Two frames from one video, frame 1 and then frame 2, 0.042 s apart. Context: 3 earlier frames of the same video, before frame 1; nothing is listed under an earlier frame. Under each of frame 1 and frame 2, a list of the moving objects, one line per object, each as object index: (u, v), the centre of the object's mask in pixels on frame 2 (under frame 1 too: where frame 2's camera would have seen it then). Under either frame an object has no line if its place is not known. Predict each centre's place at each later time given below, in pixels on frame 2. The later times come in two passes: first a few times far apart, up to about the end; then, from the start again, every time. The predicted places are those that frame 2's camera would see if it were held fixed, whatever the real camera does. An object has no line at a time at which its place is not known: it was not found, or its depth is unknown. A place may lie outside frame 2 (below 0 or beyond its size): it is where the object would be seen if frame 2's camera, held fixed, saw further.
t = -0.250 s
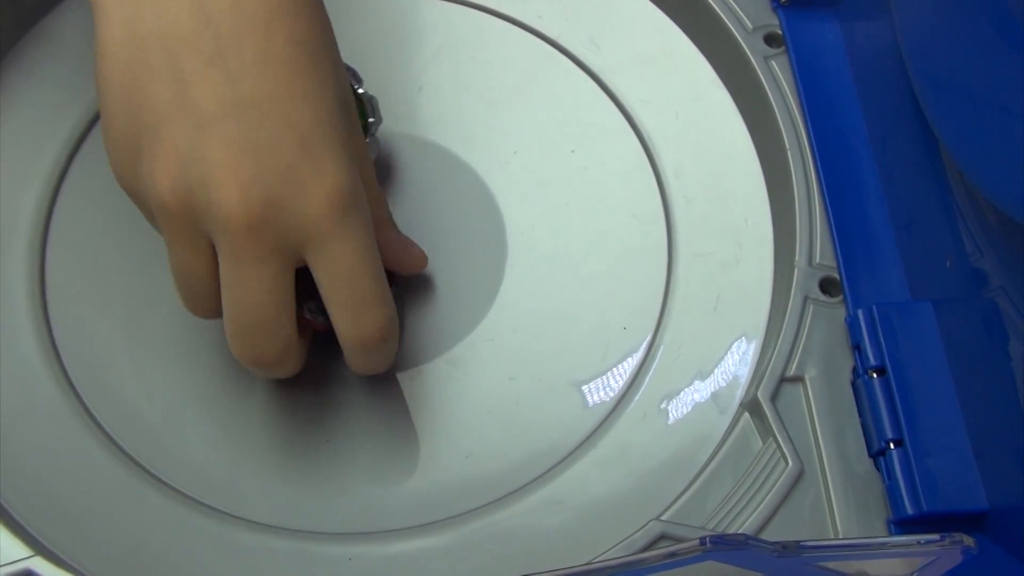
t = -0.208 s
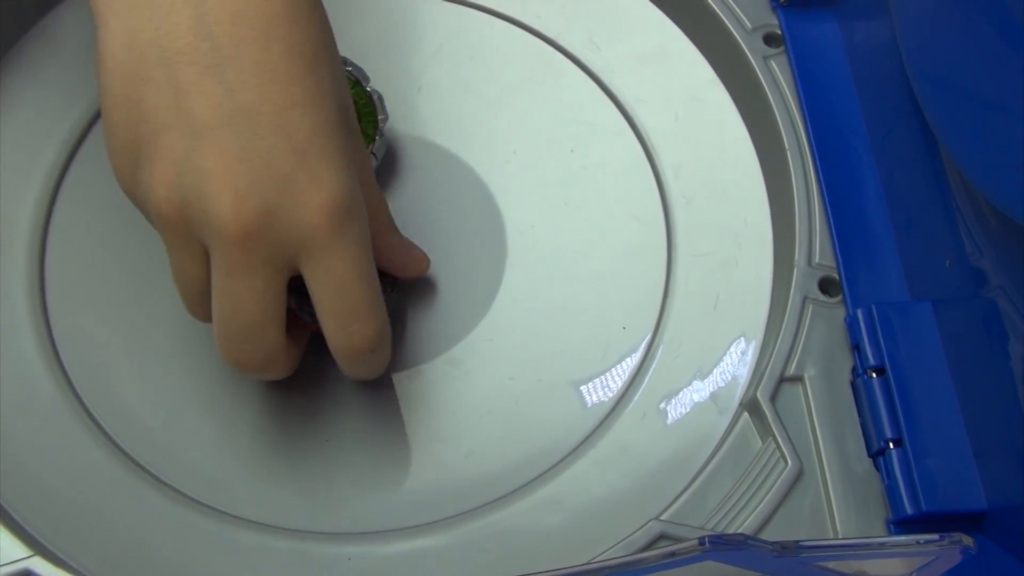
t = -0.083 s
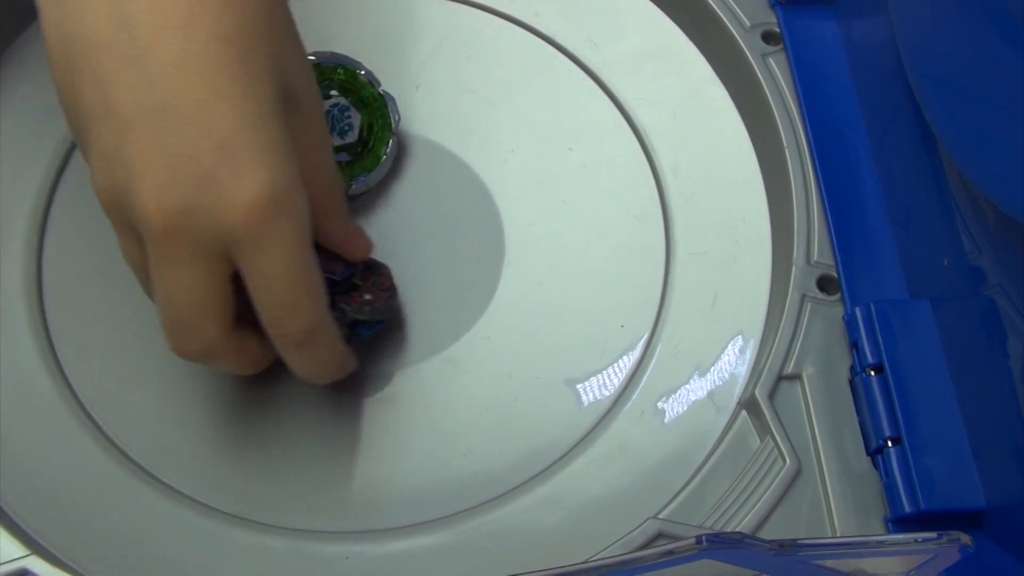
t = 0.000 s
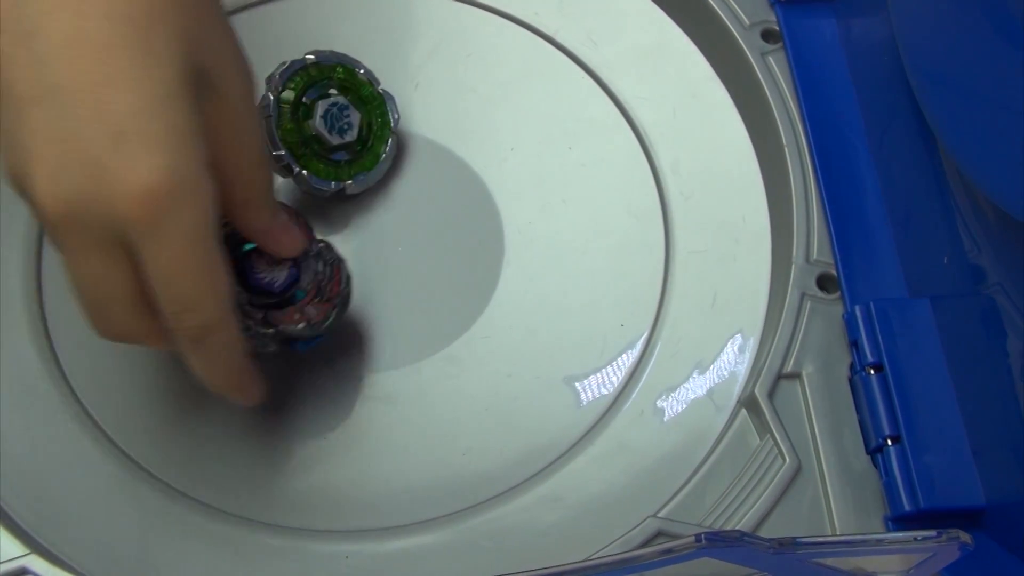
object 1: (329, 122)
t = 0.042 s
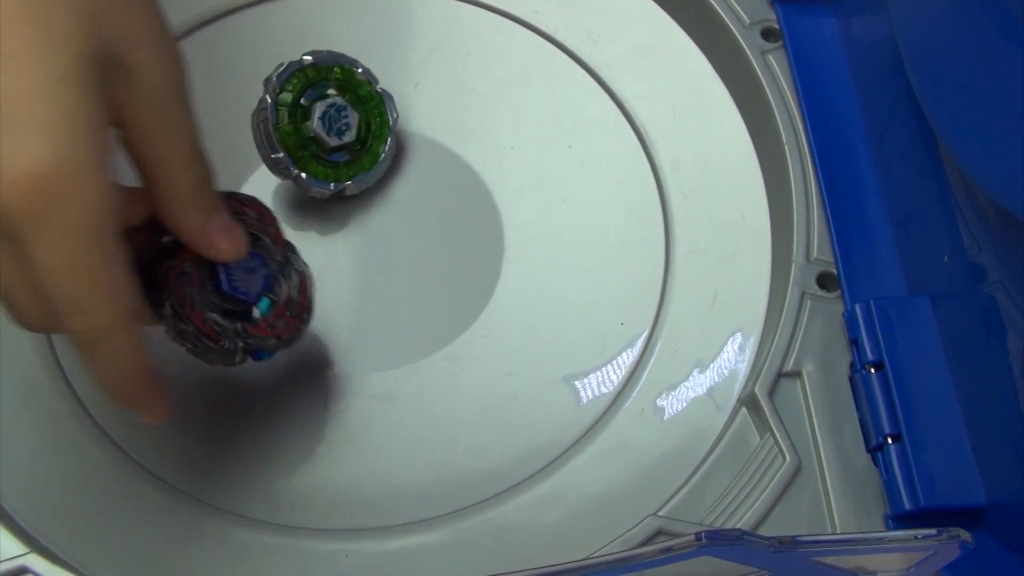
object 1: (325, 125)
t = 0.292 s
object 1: (301, 137)
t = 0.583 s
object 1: (284, 135)
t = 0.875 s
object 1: (308, 137)
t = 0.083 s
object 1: (324, 126)
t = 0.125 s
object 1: (321, 129)
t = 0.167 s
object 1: (318, 131)
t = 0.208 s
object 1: (312, 134)
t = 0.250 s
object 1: (308, 136)
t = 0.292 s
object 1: (301, 137)
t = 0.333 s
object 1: (296, 137)
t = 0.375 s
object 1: (290, 137)
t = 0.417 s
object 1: (286, 137)
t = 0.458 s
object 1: (284, 135)
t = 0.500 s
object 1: (283, 135)
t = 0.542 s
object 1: (283, 135)
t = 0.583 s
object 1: (284, 135)
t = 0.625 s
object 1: (286, 136)
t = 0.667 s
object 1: (289, 138)
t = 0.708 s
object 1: (294, 138)
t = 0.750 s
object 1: (296, 138)
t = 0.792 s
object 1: (300, 138)
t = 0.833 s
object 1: (303, 138)
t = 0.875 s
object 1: (308, 137)
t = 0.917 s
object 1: (311, 137)
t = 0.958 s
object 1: (313, 136)
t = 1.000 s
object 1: (314, 135)
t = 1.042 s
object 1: (313, 135)
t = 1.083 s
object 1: (312, 137)
